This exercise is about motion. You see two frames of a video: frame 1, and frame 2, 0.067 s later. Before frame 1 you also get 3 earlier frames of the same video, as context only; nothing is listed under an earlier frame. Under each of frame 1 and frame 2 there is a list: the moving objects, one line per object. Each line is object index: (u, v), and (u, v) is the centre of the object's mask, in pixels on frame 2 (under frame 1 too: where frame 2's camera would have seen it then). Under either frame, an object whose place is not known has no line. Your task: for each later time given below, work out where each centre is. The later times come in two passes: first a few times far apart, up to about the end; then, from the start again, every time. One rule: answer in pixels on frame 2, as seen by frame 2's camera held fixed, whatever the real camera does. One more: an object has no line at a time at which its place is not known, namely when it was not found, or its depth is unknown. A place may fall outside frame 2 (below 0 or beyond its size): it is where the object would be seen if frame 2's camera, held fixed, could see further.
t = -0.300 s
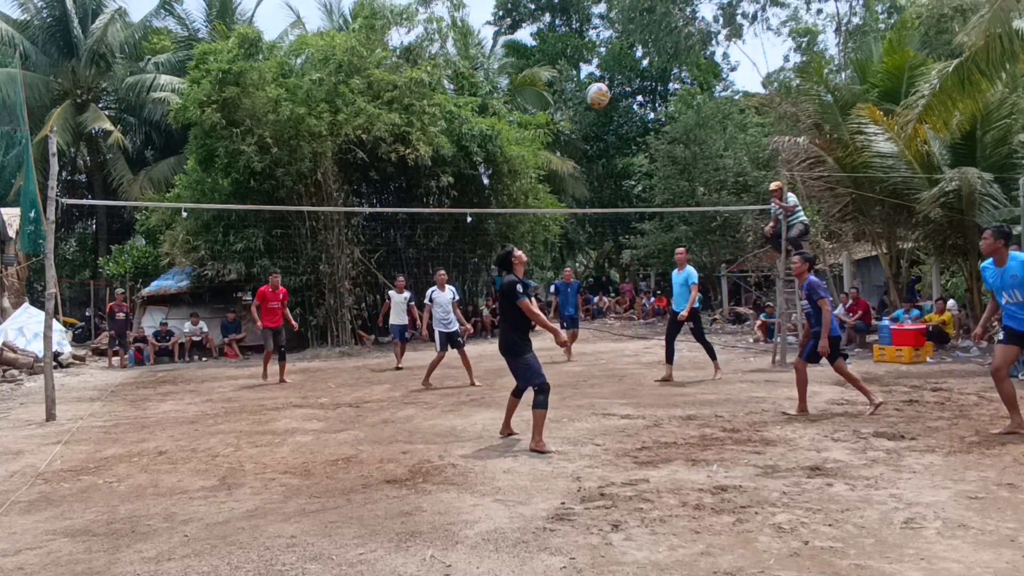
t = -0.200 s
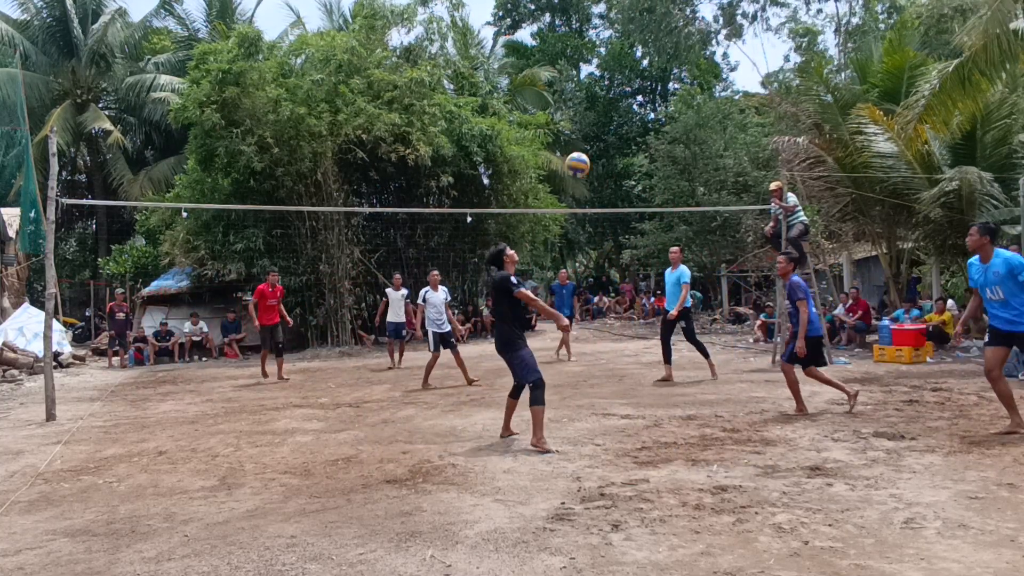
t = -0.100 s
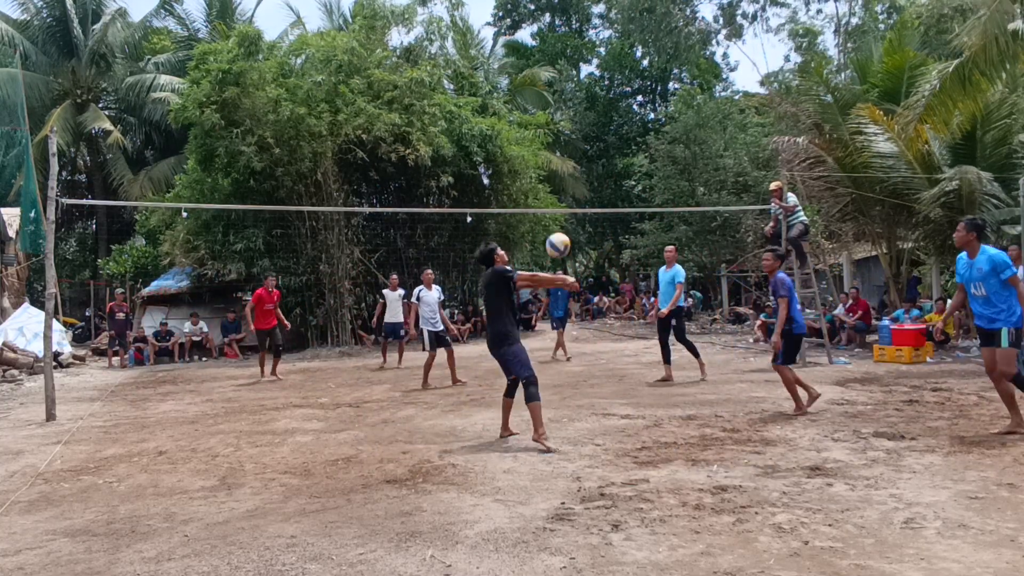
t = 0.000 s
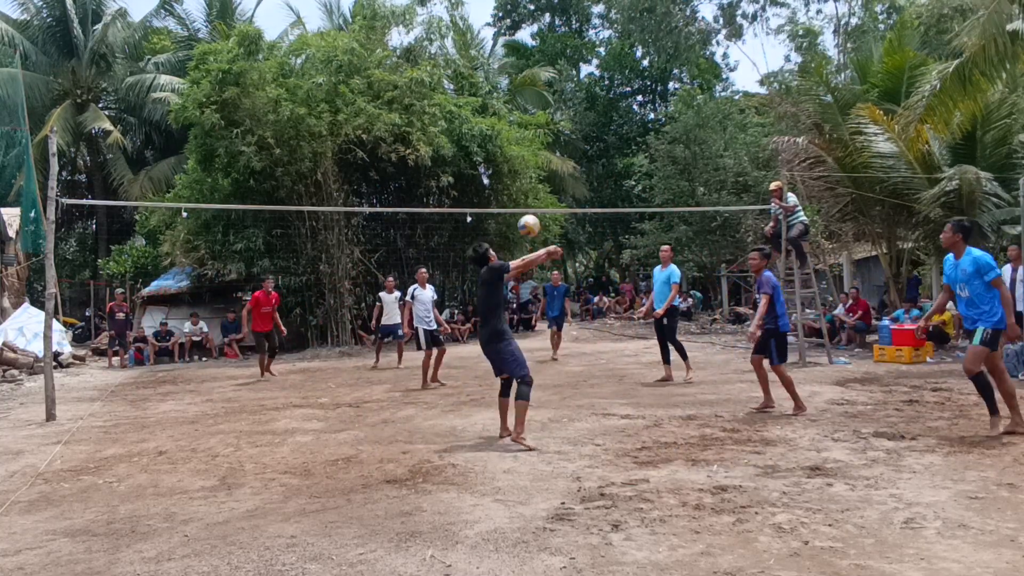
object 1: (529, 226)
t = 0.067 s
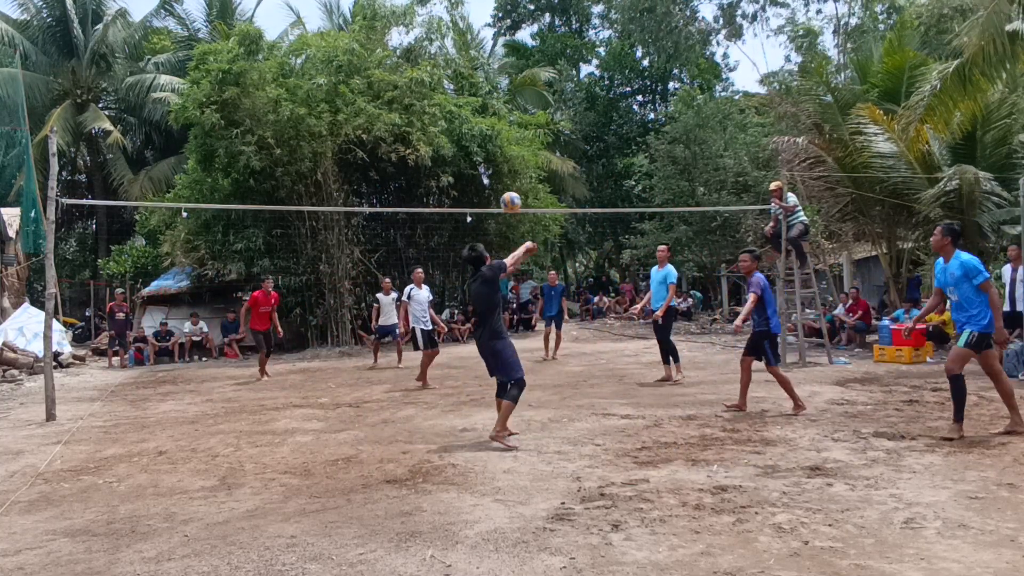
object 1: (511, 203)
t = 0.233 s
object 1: (474, 172)
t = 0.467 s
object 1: (439, 177)
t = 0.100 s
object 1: (503, 193)
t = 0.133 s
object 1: (495, 186)
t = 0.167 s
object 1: (488, 180)
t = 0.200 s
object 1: (481, 176)
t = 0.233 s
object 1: (474, 172)
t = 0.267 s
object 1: (468, 170)
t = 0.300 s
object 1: (463, 169)
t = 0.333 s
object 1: (457, 169)
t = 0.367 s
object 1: (452, 170)
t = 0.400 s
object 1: (448, 171)
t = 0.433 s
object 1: (443, 173)
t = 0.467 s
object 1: (439, 177)
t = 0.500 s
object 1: (434, 180)
